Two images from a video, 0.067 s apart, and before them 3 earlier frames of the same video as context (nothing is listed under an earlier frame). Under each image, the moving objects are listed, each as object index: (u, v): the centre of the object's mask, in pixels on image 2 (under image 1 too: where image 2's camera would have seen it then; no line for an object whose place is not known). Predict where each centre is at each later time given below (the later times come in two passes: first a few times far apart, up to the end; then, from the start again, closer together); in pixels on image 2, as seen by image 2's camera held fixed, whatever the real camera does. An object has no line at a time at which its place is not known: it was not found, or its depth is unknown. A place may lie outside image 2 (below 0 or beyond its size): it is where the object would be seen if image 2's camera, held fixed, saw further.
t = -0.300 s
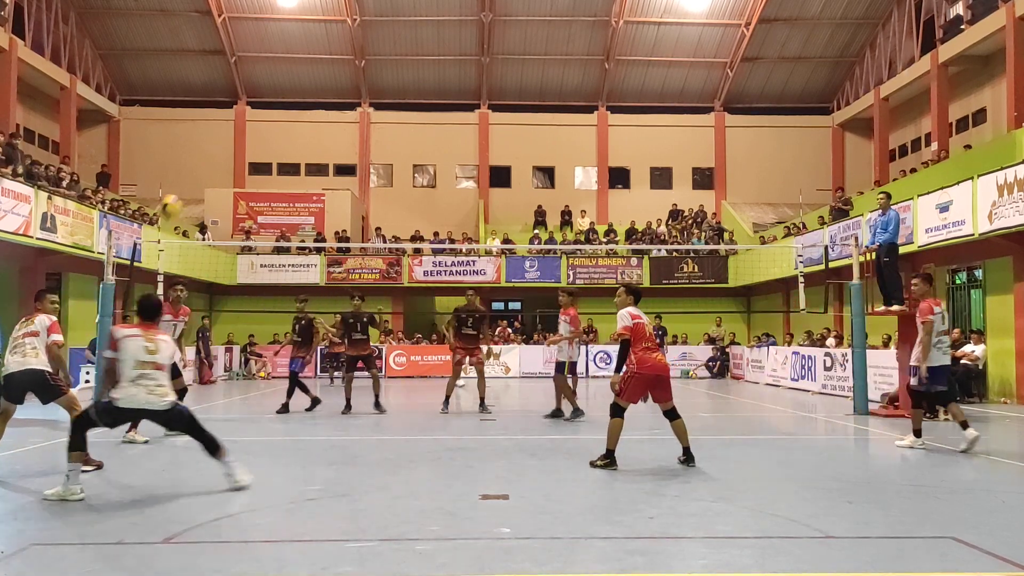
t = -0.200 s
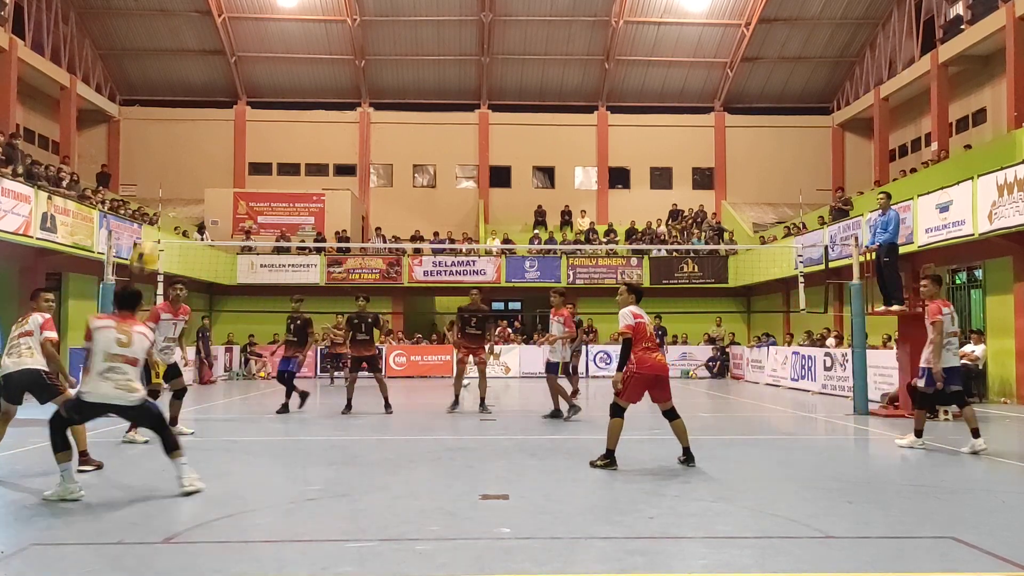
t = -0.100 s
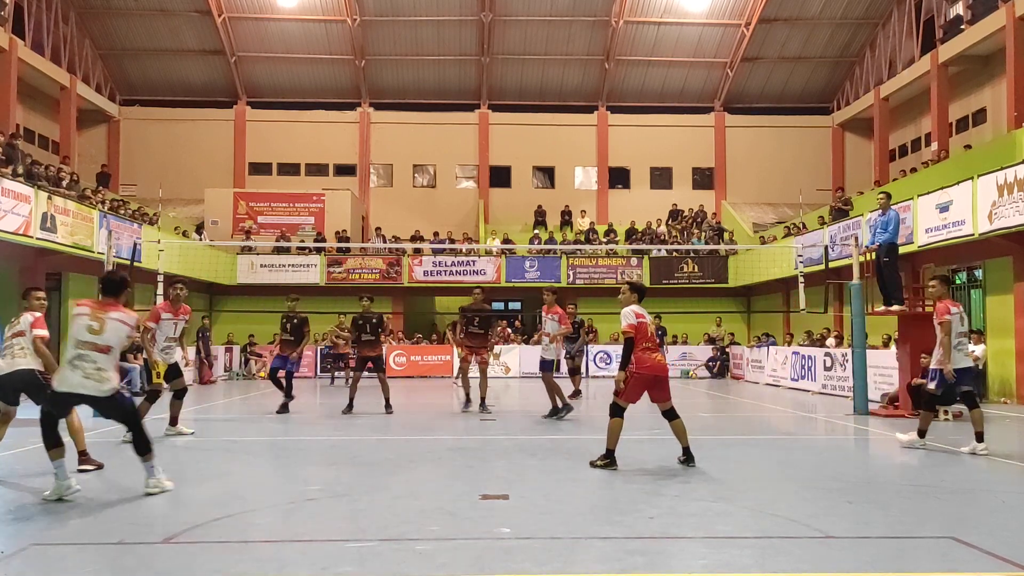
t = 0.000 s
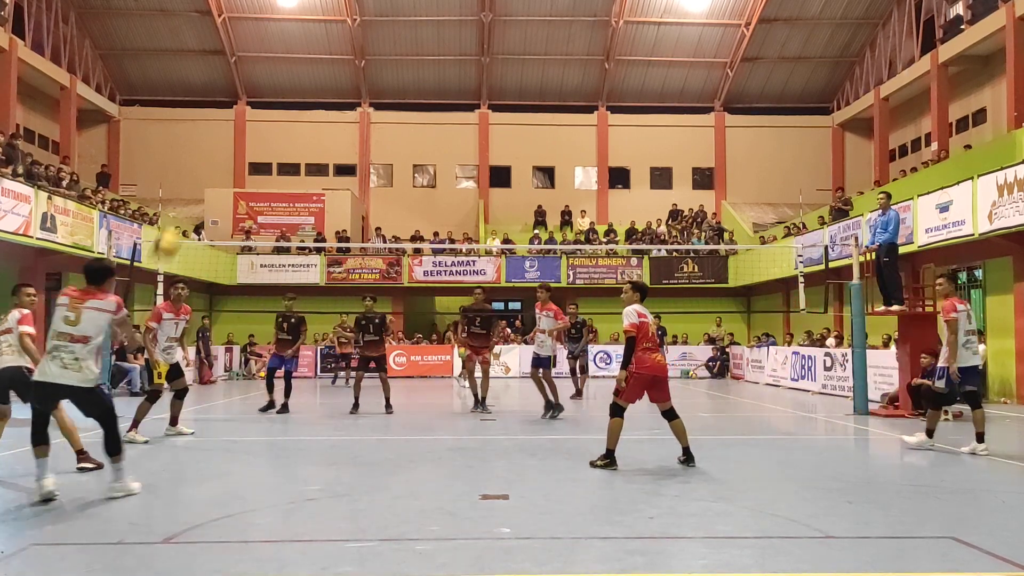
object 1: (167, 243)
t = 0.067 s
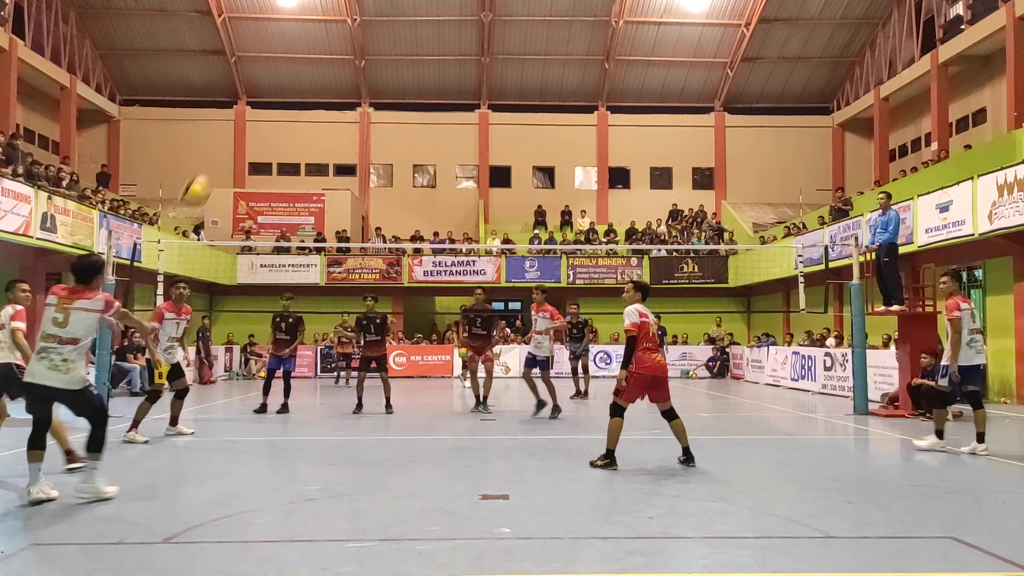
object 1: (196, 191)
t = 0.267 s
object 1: (276, 83)
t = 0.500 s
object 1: (349, 31)
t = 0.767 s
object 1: (414, 42)
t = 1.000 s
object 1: (461, 98)
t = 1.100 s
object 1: (479, 131)
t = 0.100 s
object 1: (210, 170)
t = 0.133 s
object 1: (224, 148)
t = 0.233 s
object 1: (264, 96)
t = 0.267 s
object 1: (276, 83)
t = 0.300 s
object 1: (287, 72)
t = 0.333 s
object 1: (297, 60)
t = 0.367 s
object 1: (308, 51)
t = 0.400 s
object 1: (320, 44)
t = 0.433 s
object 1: (328, 39)
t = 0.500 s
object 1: (349, 31)
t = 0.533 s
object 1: (357, 29)
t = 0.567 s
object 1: (366, 28)
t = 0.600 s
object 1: (374, 28)
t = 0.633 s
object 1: (382, 28)
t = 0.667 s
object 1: (390, 30)
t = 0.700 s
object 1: (399, 33)
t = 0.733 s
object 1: (406, 37)
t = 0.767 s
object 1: (414, 42)
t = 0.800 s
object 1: (421, 47)
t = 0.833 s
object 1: (428, 54)
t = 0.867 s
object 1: (436, 61)
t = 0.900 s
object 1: (443, 70)
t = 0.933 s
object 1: (449, 78)
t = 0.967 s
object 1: (455, 87)
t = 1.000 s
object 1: (461, 98)
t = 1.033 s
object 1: (466, 107)
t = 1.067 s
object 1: (472, 118)
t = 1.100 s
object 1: (479, 131)
